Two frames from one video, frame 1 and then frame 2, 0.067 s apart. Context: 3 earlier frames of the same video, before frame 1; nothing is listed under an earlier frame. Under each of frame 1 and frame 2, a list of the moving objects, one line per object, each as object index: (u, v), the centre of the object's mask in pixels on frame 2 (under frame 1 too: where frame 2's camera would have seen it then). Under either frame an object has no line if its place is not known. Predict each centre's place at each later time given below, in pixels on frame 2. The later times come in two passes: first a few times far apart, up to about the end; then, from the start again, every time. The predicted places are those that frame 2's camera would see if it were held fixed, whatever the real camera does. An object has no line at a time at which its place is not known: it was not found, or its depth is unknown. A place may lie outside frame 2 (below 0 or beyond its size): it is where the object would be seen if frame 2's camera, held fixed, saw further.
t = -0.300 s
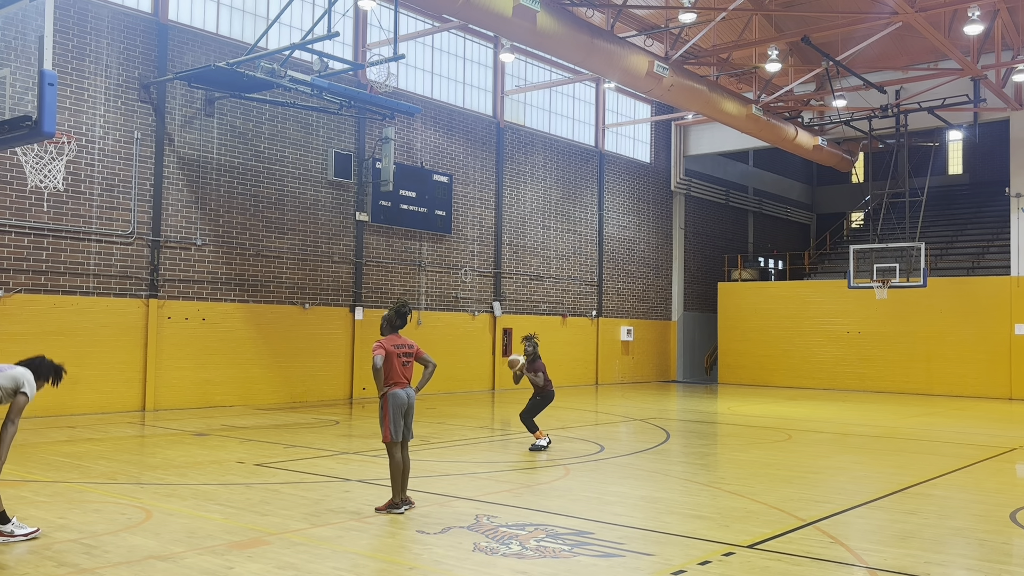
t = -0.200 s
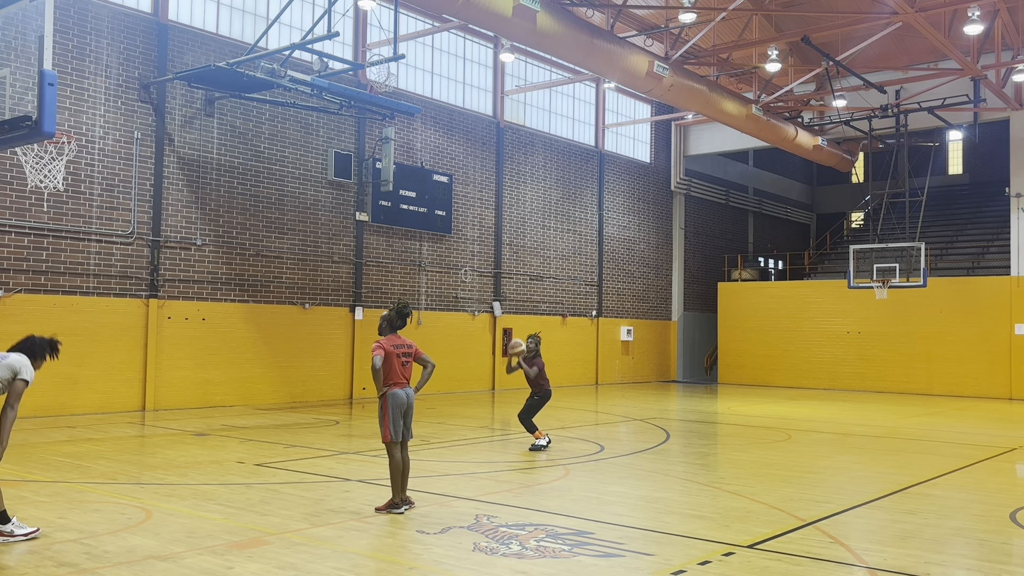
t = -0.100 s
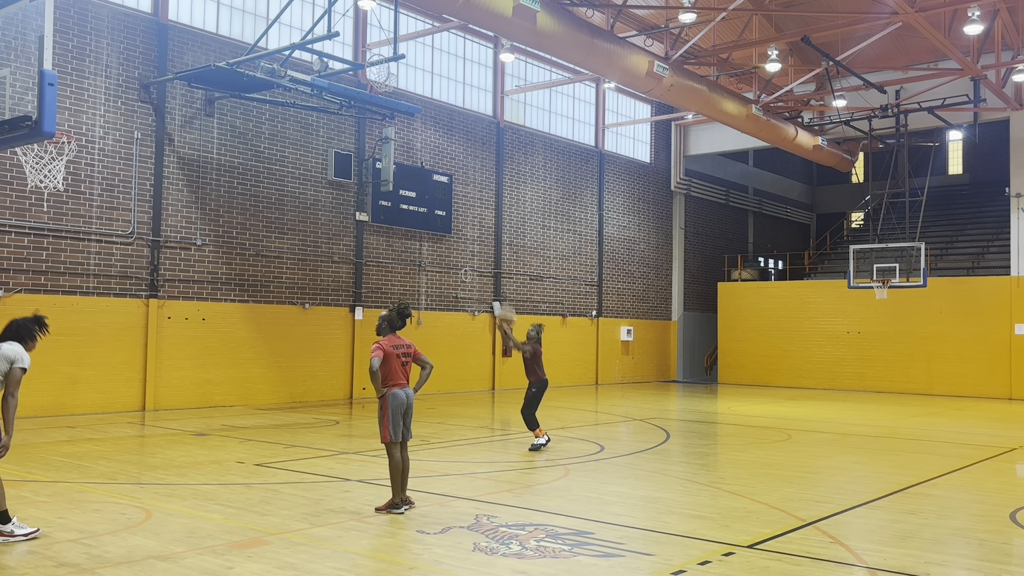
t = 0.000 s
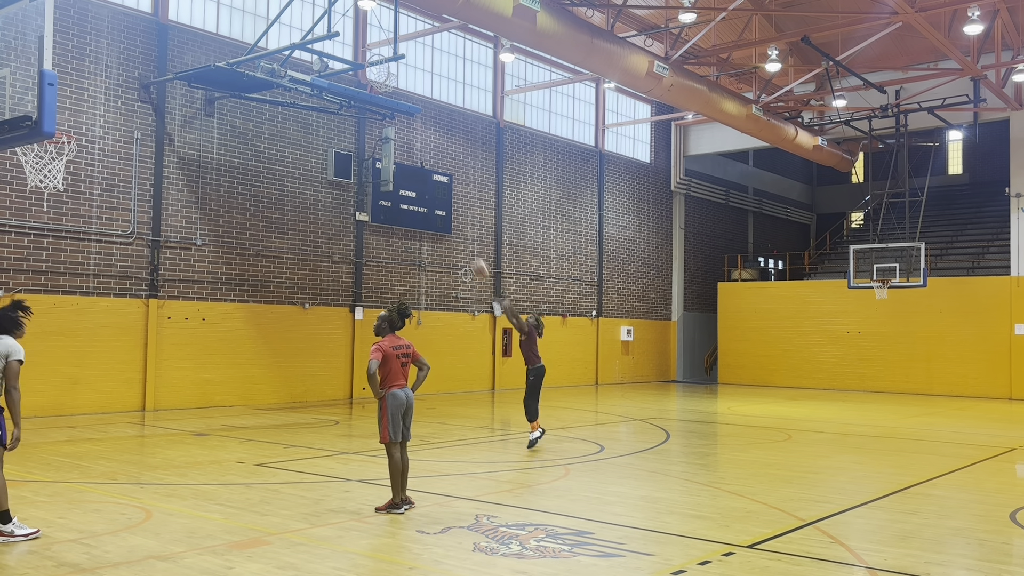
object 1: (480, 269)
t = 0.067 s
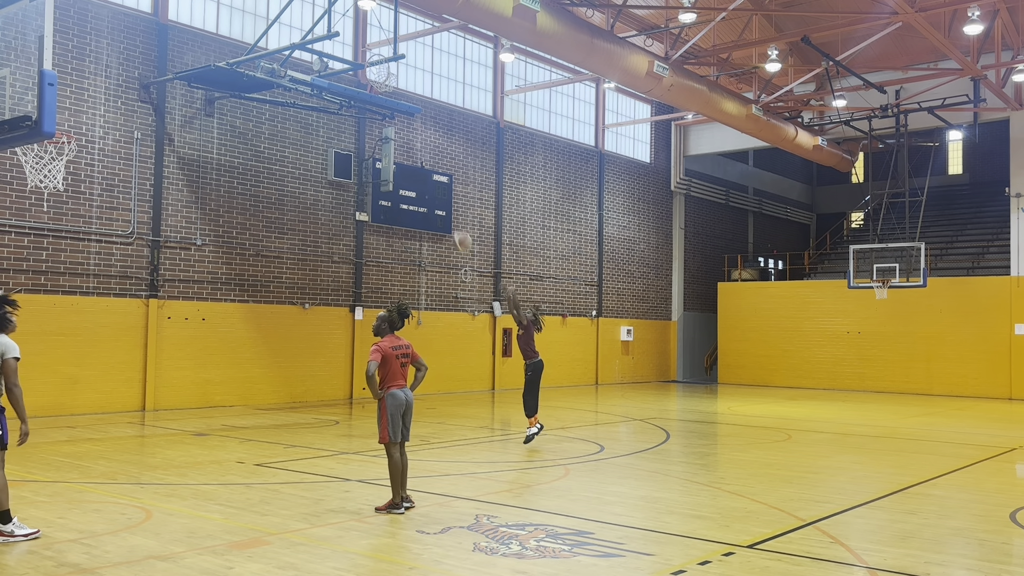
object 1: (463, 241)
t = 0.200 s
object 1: (422, 192)
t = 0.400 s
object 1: (356, 138)
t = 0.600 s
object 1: (277, 111)
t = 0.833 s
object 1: (168, 128)
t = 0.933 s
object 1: (115, 154)
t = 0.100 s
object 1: (452, 228)
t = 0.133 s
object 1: (442, 216)
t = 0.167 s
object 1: (432, 203)
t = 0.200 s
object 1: (422, 192)
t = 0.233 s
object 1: (412, 181)
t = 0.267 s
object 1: (402, 172)
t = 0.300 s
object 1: (390, 161)
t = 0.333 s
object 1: (378, 152)
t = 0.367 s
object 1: (366, 144)
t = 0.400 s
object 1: (356, 138)
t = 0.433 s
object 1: (343, 131)
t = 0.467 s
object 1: (331, 125)
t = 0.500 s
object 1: (317, 120)
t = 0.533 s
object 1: (304, 116)
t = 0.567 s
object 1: (290, 113)
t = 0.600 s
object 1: (277, 111)
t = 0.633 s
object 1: (263, 110)
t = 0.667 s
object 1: (248, 110)
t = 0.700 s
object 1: (233, 110)
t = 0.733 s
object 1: (217, 114)
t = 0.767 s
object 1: (201, 117)
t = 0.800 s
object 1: (184, 122)
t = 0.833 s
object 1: (168, 128)
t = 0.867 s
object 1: (151, 135)
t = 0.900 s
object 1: (133, 144)
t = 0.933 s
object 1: (115, 154)
